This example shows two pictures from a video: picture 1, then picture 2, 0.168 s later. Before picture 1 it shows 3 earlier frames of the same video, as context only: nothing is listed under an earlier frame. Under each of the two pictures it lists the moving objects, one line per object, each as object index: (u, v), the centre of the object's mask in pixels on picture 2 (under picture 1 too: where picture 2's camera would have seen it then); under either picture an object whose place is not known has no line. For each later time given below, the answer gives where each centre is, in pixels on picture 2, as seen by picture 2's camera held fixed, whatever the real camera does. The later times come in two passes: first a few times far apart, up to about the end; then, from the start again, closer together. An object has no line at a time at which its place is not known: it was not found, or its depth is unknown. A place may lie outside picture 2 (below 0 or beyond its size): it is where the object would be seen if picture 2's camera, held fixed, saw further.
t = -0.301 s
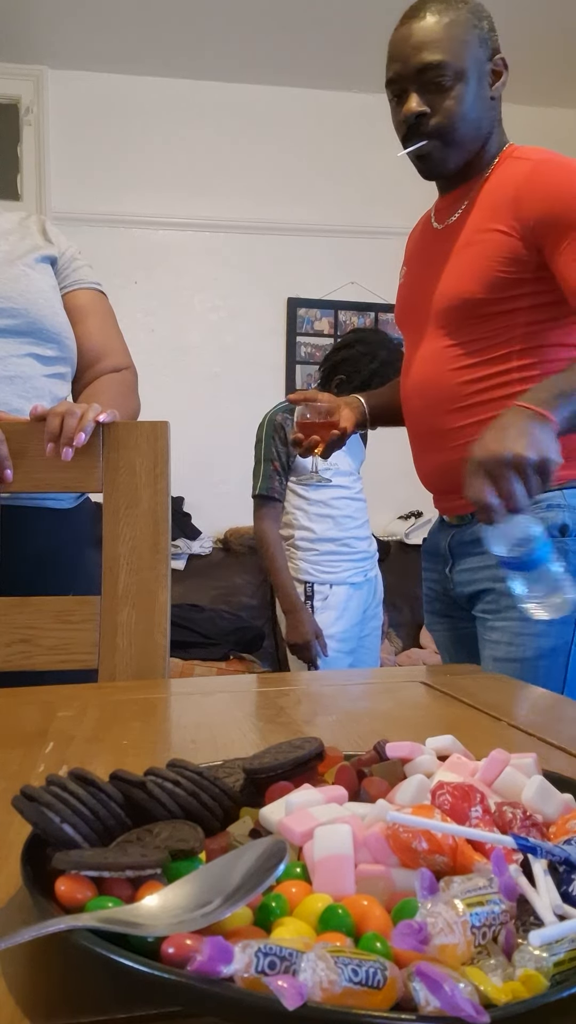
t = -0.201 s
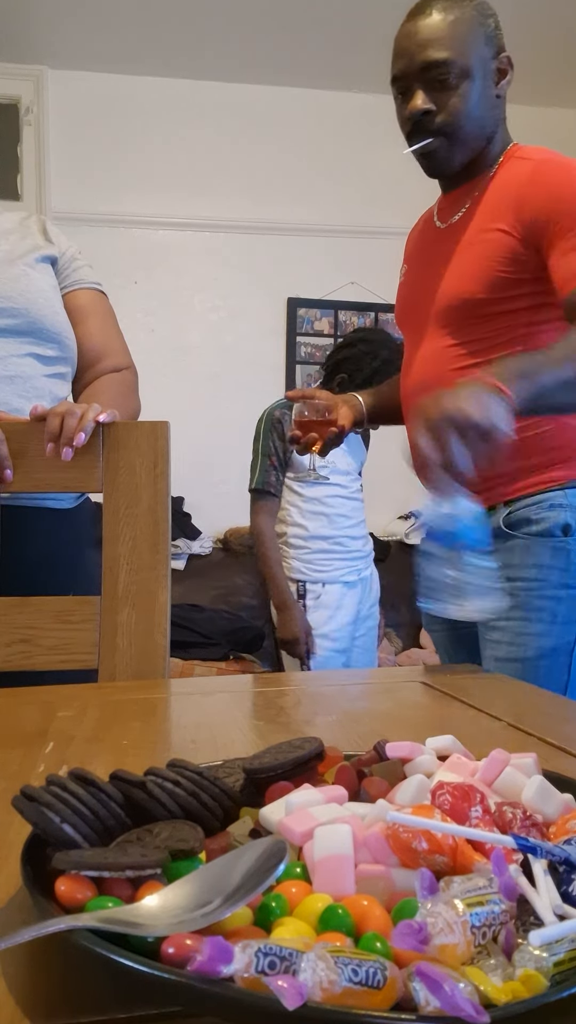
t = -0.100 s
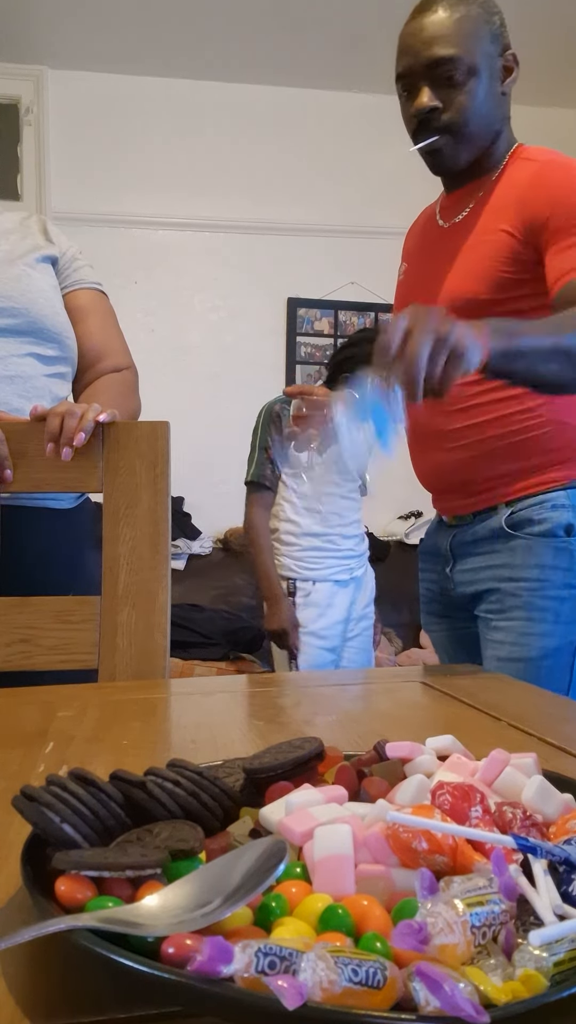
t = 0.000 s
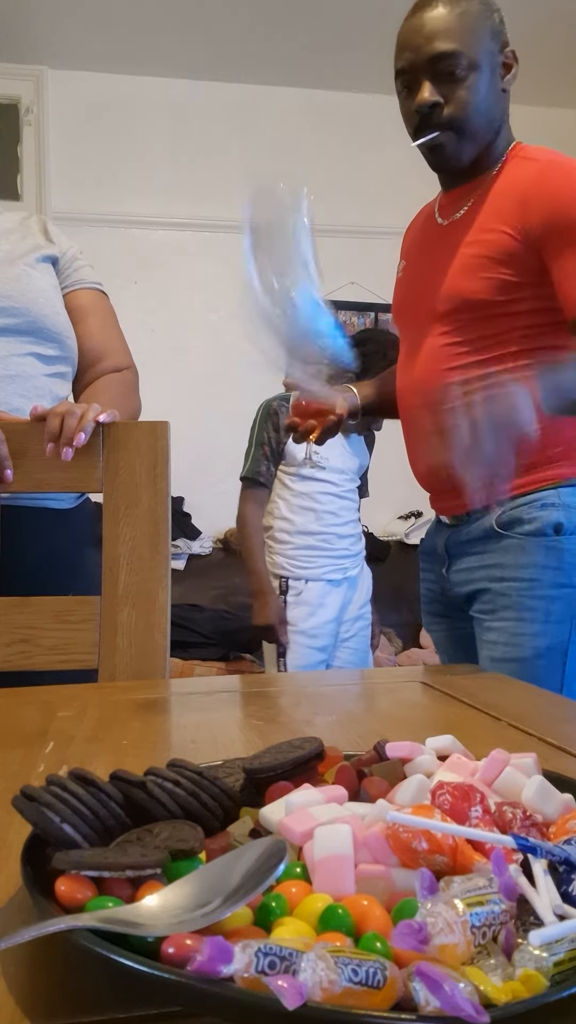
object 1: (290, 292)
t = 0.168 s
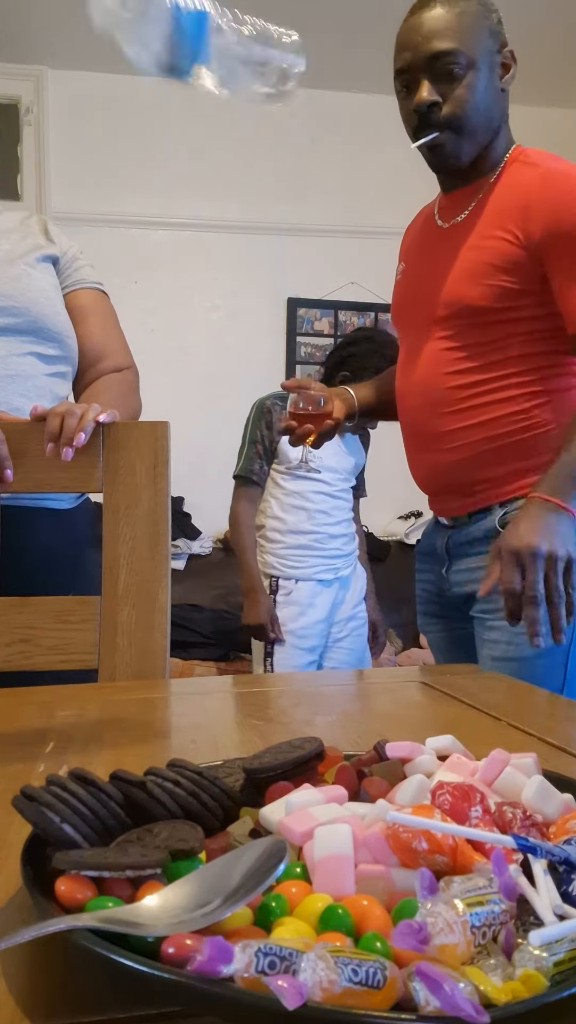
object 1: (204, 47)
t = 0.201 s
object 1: (203, 47)
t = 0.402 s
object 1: (117, 316)
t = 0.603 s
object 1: (50, 644)
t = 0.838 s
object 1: (41, 640)
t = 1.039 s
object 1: (41, 636)
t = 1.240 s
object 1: (43, 622)
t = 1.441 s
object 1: (43, 626)
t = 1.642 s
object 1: (43, 621)
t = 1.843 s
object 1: (42, 621)
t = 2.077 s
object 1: (42, 621)
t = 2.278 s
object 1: (40, 639)
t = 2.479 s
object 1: (41, 638)
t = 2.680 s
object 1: (41, 638)
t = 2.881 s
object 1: (41, 637)
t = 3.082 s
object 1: (40, 640)
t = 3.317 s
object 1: (42, 621)
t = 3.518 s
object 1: (42, 621)
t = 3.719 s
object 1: (42, 621)
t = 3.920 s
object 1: (42, 620)
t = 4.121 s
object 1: (42, 620)
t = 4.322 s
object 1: (41, 620)
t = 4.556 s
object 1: (42, 621)
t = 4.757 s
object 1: (42, 622)
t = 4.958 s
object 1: (42, 621)
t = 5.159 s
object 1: (42, 621)
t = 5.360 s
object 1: (42, 621)
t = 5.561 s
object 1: (42, 621)
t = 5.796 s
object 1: (42, 622)
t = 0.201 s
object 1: (203, 47)
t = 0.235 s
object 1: (193, 56)
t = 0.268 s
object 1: (176, 74)
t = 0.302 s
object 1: (154, 95)
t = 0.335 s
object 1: (134, 139)
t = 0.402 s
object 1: (117, 316)
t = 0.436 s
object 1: (104, 457)
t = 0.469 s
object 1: (88, 589)
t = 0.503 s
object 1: (79, 647)
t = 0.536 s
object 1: (70, 643)
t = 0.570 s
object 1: (58, 644)
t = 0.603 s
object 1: (50, 644)
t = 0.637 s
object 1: (46, 645)
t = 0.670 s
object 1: (44, 643)
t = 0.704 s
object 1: (42, 641)
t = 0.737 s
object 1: (41, 640)
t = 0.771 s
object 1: (41, 641)
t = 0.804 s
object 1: (41, 639)
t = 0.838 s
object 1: (41, 640)
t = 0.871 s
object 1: (41, 640)
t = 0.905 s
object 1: (41, 638)
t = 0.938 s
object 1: (41, 638)
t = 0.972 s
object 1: (41, 639)
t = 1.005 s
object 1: (41, 637)
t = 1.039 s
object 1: (41, 636)
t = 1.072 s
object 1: (41, 637)
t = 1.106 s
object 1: (41, 636)
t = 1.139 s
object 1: (43, 620)
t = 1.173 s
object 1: (42, 621)
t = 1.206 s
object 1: (43, 621)
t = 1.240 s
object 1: (43, 622)
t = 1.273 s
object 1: (43, 621)
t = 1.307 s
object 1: (43, 621)
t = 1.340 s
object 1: (42, 622)
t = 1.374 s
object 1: (43, 622)
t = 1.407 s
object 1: (43, 622)
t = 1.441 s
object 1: (43, 626)
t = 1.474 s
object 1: (42, 623)
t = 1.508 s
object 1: (42, 630)
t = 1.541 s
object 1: (42, 622)
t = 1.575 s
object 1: (42, 621)
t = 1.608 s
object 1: (42, 622)
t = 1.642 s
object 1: (43, 621)
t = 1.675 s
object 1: (43, 621)
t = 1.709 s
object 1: (42, 622)
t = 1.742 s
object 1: (42, 622)
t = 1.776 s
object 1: (42, 622)
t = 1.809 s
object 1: (42, 622)
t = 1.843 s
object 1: (42, 621)
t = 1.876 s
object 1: (42, 622)
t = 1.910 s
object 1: (42, 622)
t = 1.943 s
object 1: (42, 622)
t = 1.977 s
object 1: (42, 622)
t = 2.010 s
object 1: (42, 622)
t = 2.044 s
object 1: (42, 622)
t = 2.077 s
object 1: (42, 621)
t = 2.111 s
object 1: (42, 621)
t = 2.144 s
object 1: (42, 621)
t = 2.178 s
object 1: (42, 621)
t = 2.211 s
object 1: (43, 621)
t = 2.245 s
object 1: (40, 639)
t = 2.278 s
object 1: (40, 639)
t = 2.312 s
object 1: (40, 639)
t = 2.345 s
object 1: (41, 638)
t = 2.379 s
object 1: (41, 638)
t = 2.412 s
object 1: (41, 638)
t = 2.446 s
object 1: (41, 637)
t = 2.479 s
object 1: (41, 638)
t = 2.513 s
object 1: (41, 637)
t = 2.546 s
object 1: (41, 637)
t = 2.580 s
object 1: (41, 638)
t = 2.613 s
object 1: (41, 637)
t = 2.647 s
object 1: (41, 638)
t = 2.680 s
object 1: (41, 638)
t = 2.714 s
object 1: (41, 638)
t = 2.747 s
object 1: (41, 638)
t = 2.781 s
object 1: (41, 638)
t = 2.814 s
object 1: (41, 637)
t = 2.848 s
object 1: (41, 637)
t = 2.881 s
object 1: (41, 637)
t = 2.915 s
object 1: (40, 638)
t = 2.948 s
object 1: (41, 638)
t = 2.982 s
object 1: (40, 639)
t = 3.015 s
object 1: (40, 639)
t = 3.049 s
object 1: (40, 639)
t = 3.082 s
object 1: (40, 640)
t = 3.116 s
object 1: (42, 621)
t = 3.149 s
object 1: (43, 621)
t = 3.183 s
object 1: (43, 621)
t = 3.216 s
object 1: (42, 621)
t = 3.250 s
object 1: (42, 621)
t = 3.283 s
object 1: (42, 621)
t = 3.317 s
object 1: (42, 621)
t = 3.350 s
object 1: (42, 621)
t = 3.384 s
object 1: (42, 621)
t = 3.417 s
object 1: (42, 621)
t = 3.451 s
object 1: (42, 621)
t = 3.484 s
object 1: (42, 621)
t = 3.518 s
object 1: (42, 621)
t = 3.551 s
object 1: (42, 621)
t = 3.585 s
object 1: (42, 621)
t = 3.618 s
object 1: (42, 621)
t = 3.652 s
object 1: (42, 621)
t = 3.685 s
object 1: (42, 621)
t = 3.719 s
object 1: (42, 621)
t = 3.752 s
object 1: (42, 621)
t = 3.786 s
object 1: (42, 620)
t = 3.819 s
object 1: (42, 620)
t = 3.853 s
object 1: (42, 620)
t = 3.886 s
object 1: (42, 620)
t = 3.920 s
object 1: (42, 620)
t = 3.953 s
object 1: (42, 620)
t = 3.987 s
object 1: (42, 620)
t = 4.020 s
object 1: (41, 620)
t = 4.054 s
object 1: (41, 620)
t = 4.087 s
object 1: (42, 620)
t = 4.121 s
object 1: (42, 620)
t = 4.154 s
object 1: (42, 620)
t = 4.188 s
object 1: (41, 620)
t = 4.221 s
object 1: (42, 620)
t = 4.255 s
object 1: (42, 620)
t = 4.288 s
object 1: (42, 620)
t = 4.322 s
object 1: (41, 620)
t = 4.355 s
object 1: (42, 621)
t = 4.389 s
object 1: (42, 621)
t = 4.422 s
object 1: (42, 621)
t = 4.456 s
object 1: (42, 621)
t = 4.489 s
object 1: (42, 621)
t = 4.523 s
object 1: (42, 622)
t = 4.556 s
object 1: (42, 621)
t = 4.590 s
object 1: (42, 621)
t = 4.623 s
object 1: (42, 621)
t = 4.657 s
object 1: (42, 621)
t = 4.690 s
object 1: (42, 622)
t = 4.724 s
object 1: (42, 622)
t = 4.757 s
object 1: (42, 622)
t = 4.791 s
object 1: (42, 622)
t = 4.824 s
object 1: (42, 622)
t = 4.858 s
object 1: (42, 622)
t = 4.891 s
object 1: (42, 621)
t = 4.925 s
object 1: (42, 622)
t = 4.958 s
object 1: (42, 621)
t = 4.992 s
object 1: (42, 621)
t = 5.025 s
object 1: (42, 622)
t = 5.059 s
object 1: (42, 621)
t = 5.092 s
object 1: (42, 621)
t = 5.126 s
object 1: (42, 621)
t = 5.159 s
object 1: (42, 621)
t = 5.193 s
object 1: (42, 621)
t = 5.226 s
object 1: (42, 621)
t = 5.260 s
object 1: (42, 621)
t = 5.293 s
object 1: (42, 621)
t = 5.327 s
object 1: (42, 621)
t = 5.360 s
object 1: (42, 621)
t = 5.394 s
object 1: (42, 622)
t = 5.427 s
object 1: (42, 622)
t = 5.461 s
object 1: (42, 621)
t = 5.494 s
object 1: (42, 621)
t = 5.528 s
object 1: (42, 622)
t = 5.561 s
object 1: (42, 621)
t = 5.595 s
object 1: (42, 621)
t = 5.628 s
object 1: (42, 621)
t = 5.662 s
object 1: (42, 621)
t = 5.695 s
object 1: (42, 622)
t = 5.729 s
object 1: (42, 622)
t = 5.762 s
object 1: (42, 621)
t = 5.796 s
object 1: (42, 622)
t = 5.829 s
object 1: (42, 622)
